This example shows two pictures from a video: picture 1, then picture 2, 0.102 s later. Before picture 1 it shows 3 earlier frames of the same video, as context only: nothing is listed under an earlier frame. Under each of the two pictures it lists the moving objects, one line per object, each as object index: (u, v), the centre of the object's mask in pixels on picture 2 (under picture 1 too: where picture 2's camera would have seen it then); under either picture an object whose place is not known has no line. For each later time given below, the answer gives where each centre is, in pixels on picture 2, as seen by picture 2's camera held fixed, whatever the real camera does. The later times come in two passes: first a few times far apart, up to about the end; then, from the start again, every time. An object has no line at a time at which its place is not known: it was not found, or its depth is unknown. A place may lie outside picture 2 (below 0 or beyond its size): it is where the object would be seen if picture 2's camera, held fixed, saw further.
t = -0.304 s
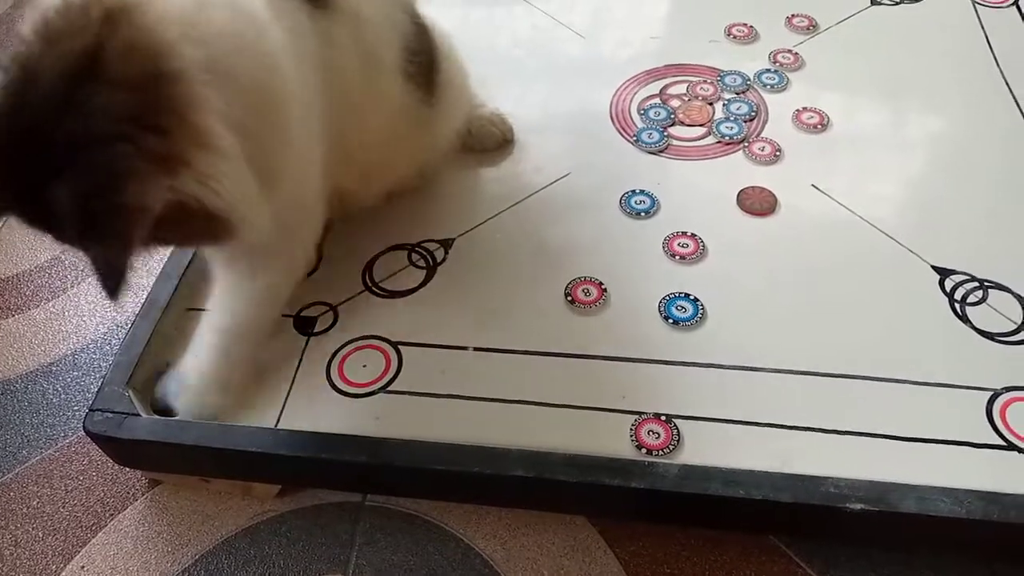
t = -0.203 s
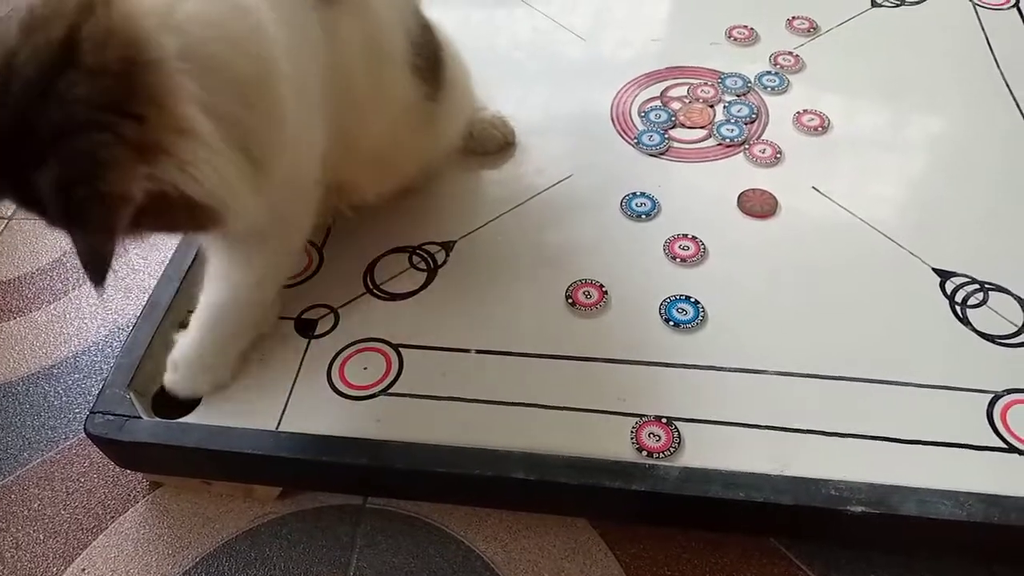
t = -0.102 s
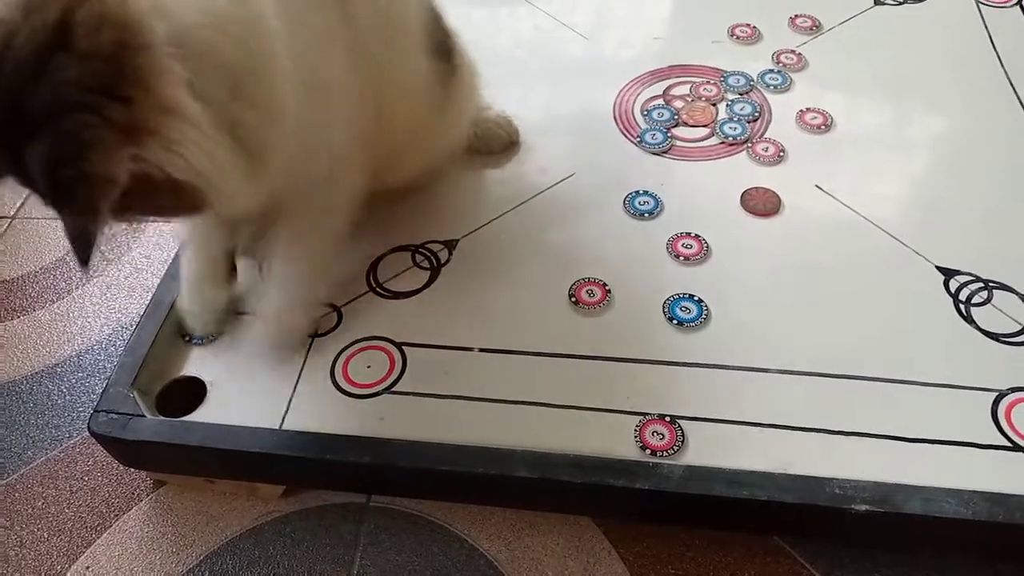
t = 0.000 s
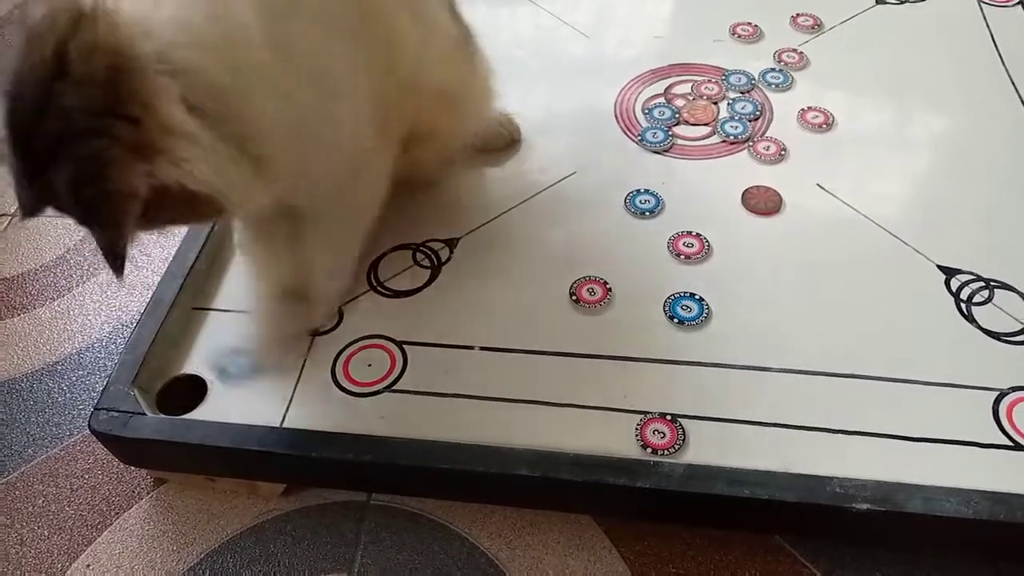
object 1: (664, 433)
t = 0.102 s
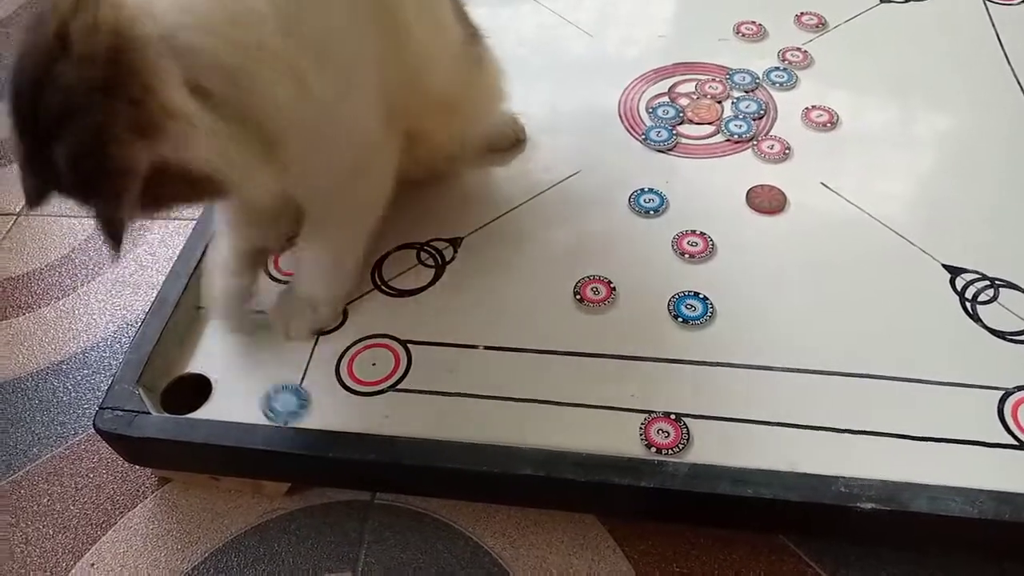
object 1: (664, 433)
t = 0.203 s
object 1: (664, 434)
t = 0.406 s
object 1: (664, 433)
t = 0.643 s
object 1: (822, 453)
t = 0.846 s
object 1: (903, 450)
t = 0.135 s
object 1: (664, 433)
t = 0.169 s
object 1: (664, 433)
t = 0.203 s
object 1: (664, 434)
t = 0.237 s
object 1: (664, 433)
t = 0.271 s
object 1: (664, 433)
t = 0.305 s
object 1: (664, 433)
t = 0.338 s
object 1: (664, 433)
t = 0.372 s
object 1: (664, 433)
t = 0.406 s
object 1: (664, 433)
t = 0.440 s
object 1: (664, 433)
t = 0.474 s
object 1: (664, 433)
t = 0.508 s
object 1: (664, 433)
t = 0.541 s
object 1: (710, 443)
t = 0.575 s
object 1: (754, 450)
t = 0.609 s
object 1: (791, 453)
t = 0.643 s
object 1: (822, 453)
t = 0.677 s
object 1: (848, 453)
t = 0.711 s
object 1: (868, 452)
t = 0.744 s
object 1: (886, 451)
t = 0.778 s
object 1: (896, 451)
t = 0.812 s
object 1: (902, 450)
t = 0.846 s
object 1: (903, 450)
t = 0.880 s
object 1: (902, 450)
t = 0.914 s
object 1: (902, 449)
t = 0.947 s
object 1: (902, 449)
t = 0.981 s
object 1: (902, 449)
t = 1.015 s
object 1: (902, 449)
